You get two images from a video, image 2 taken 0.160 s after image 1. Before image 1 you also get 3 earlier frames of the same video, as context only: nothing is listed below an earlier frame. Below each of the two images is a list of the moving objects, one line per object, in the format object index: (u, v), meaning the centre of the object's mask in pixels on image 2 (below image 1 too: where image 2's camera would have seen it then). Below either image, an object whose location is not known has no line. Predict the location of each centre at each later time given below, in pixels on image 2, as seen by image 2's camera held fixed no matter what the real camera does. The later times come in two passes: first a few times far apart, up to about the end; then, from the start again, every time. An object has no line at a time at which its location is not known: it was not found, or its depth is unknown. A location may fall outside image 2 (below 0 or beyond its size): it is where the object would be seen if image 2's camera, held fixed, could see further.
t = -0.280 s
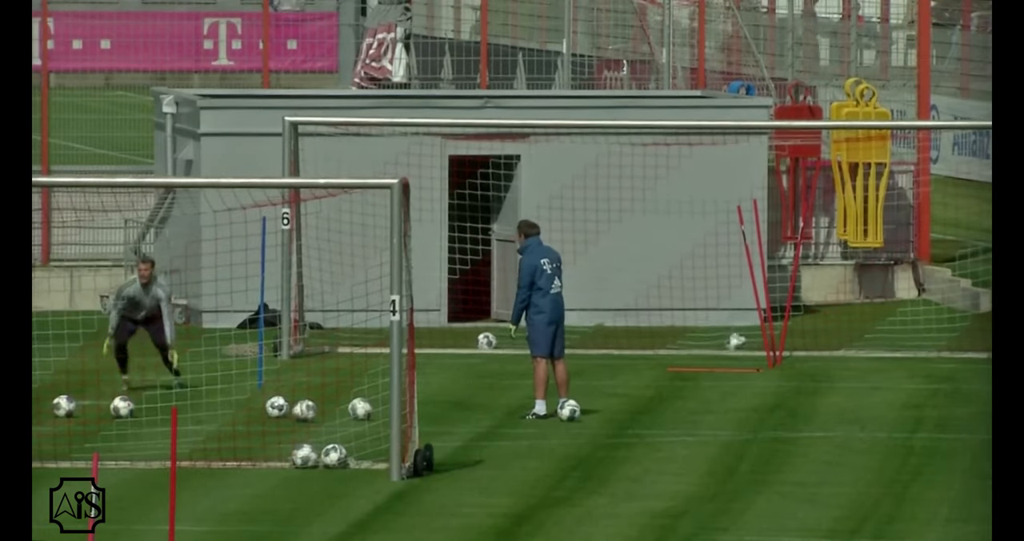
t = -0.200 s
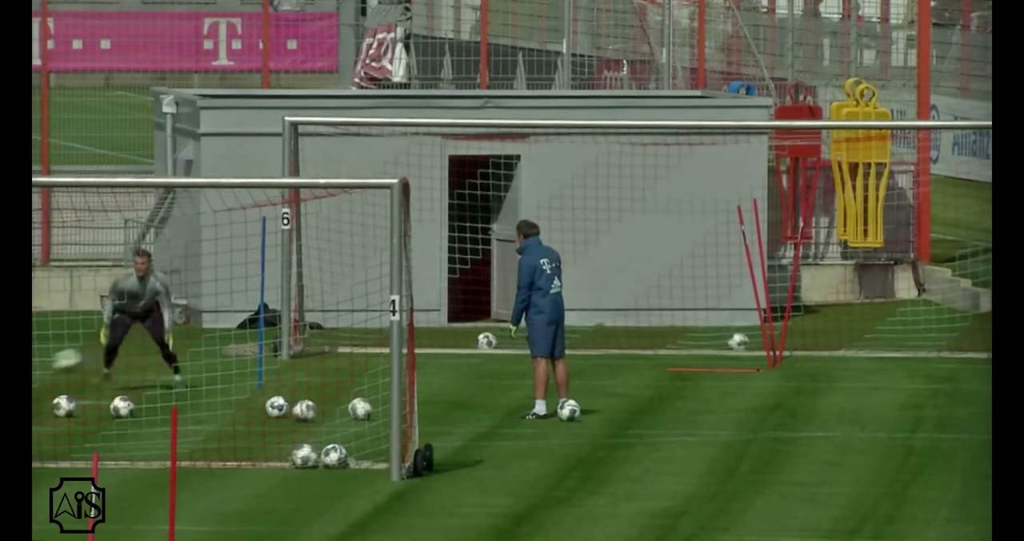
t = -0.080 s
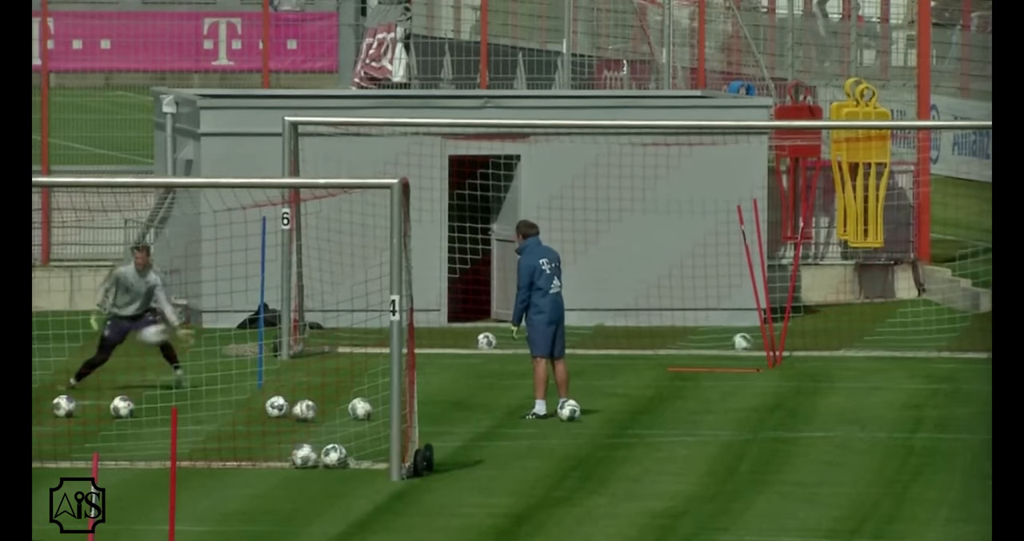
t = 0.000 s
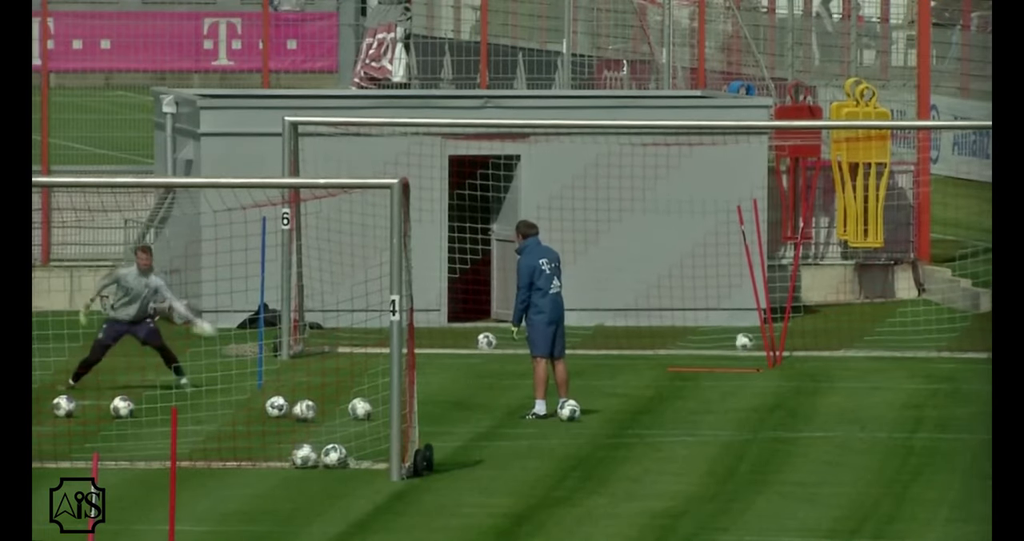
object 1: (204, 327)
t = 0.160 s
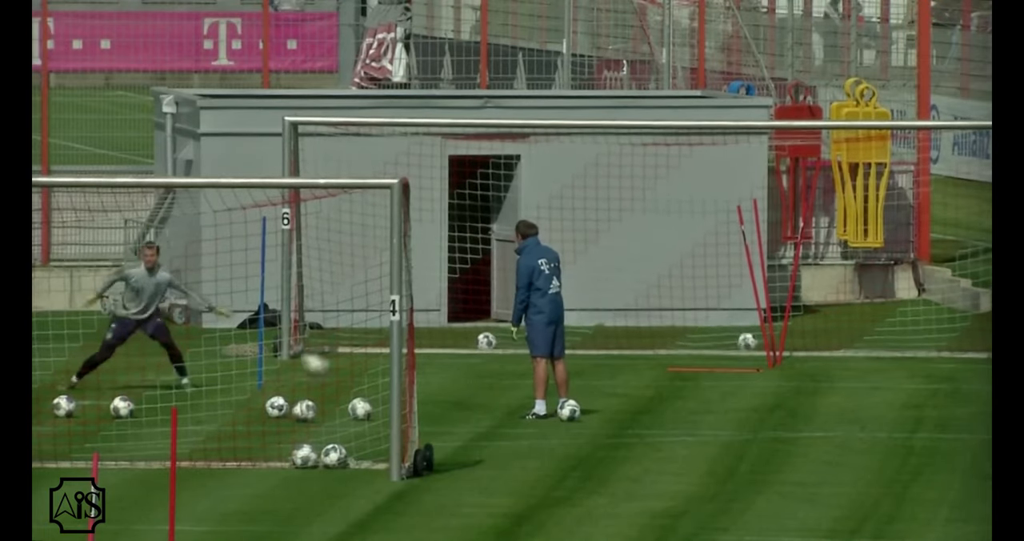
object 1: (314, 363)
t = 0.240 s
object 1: (368, 385)
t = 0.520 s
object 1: (520, 377)
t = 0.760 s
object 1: (635, 385)
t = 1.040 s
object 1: (741, 394)
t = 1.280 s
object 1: (820, 396)
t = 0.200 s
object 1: (342, 376)
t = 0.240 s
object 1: (368, 385)
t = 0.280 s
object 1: (384, 380)
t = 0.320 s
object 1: (420, 374)
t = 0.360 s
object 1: (434, 372)
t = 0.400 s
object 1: (456, 371)
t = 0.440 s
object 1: (477, 371)
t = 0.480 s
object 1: (499, 374)
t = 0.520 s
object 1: (520, 377)
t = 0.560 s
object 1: (551, 384)
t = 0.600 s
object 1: (574, 389)
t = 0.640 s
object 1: (584, 388)
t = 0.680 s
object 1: (603, 384)
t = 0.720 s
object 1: (618, 384)
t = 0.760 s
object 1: (635, 385)
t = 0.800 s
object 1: (652, 387)
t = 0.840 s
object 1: (670, 391)
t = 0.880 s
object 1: (685, 393)
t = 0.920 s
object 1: (700, 392)
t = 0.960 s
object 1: (714, 391)
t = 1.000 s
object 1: (727, 392)
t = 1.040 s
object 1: (741, 394)
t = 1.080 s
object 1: (755, 395)
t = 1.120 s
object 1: (768, 394)
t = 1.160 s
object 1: (782, 394)
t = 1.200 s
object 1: (795, 395)
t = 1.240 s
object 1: (808, 396)
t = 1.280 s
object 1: (820, 396)
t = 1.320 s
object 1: (833, 395)
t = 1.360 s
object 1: (846, 397)
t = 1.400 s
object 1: (858, 397)
